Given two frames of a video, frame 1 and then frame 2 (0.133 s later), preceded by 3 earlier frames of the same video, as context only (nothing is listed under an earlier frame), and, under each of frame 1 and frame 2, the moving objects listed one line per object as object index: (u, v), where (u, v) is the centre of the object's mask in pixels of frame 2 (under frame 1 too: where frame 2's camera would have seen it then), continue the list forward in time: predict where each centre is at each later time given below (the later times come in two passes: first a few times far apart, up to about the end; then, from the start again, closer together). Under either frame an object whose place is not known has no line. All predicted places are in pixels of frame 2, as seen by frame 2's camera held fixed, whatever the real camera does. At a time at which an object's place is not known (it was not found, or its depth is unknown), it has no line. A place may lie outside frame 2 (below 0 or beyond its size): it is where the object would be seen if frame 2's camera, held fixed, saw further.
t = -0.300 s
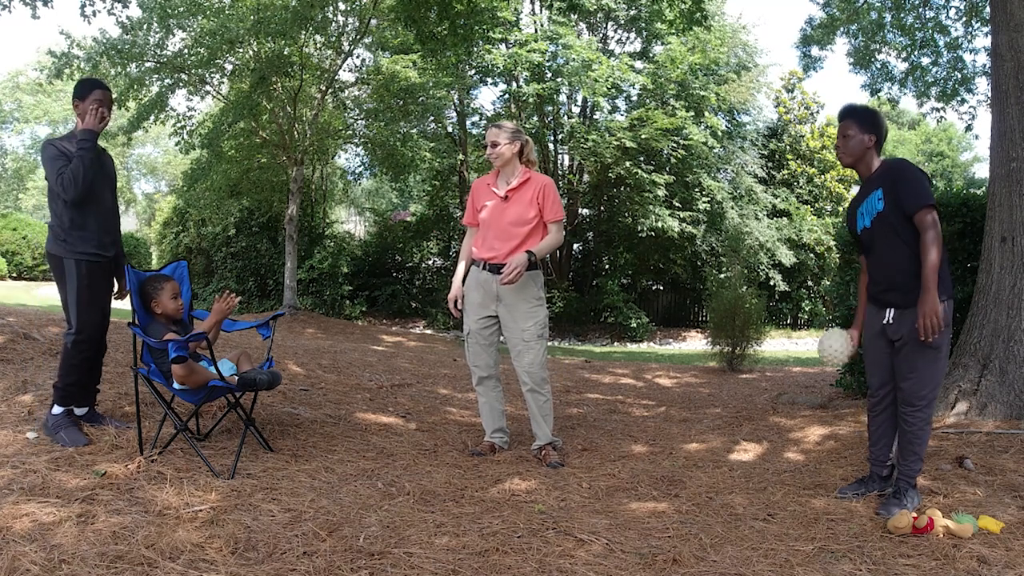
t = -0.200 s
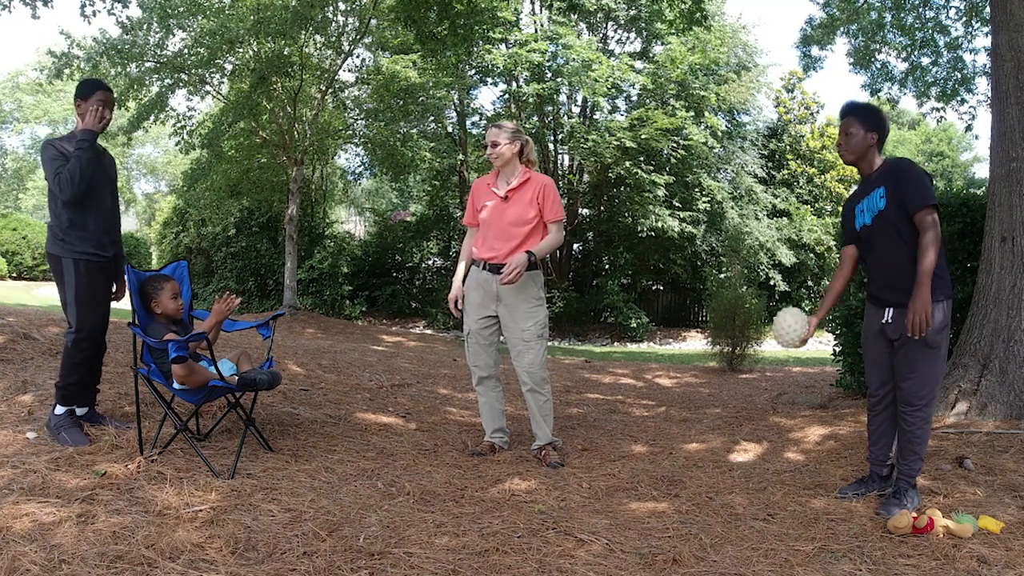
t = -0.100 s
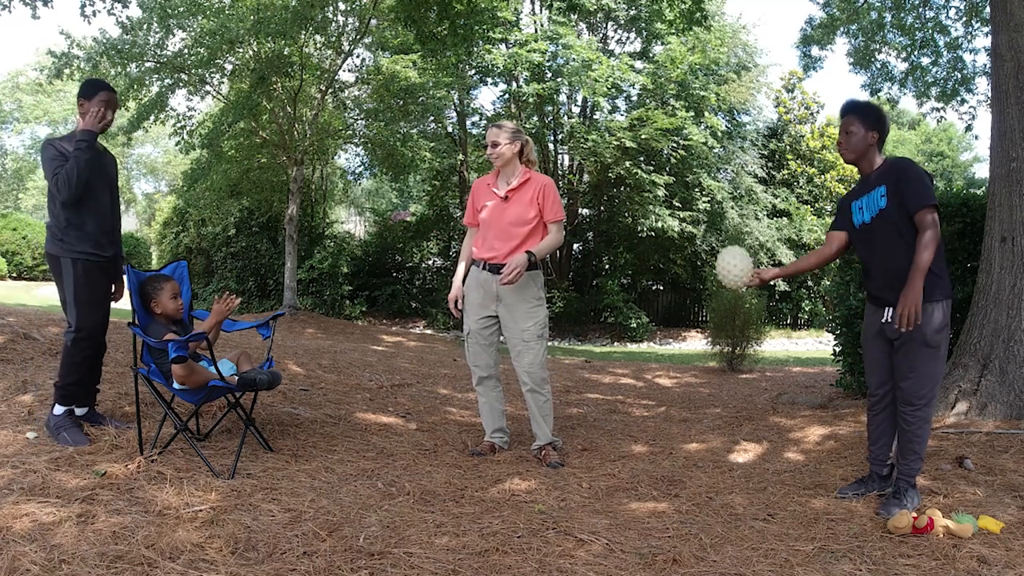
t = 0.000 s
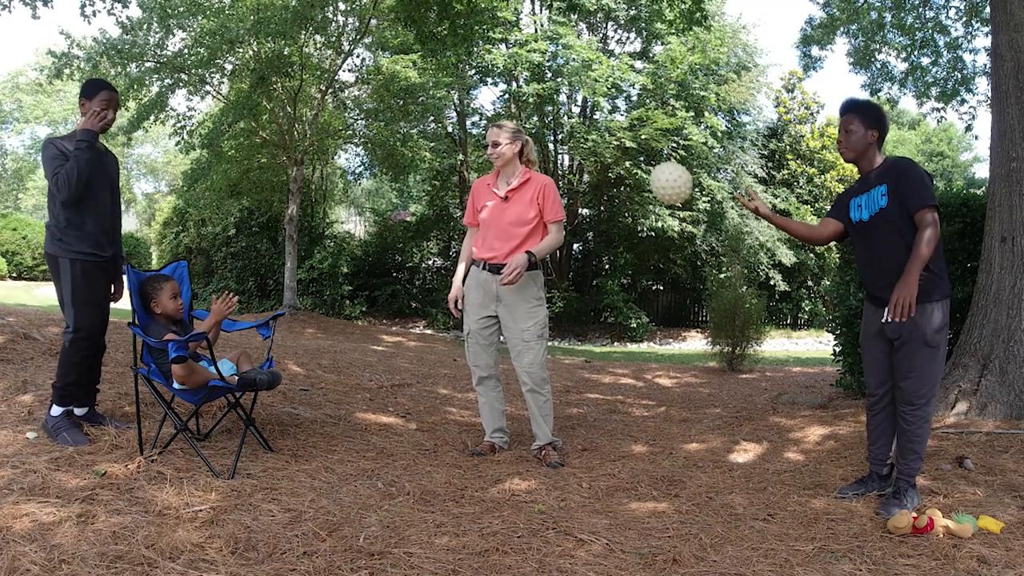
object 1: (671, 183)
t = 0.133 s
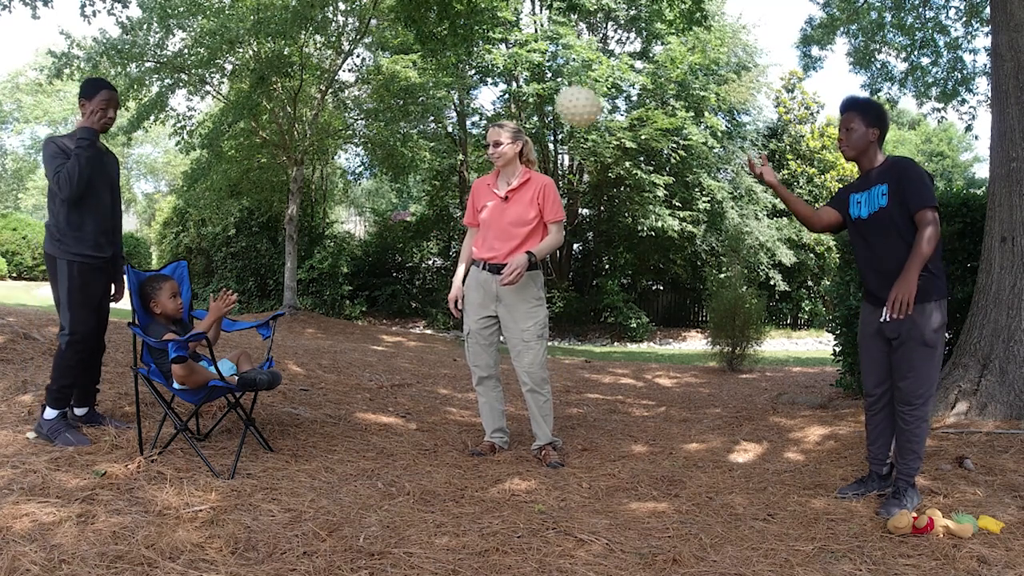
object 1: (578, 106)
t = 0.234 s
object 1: (504, 78)
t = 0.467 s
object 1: (335, 123)
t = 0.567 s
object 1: (269, 183)
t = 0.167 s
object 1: (554, 94)
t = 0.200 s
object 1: (529, 84)
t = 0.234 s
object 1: (504, 78)
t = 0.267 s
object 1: (479, 75)
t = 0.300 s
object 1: (455, 76)
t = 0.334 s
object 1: (430, 79)
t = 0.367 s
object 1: (405, 86)
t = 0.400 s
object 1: (382, 96)
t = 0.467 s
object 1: (335, 123)
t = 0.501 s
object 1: (313, 141)
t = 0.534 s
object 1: (291, 161)
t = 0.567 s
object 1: (269, 183)
